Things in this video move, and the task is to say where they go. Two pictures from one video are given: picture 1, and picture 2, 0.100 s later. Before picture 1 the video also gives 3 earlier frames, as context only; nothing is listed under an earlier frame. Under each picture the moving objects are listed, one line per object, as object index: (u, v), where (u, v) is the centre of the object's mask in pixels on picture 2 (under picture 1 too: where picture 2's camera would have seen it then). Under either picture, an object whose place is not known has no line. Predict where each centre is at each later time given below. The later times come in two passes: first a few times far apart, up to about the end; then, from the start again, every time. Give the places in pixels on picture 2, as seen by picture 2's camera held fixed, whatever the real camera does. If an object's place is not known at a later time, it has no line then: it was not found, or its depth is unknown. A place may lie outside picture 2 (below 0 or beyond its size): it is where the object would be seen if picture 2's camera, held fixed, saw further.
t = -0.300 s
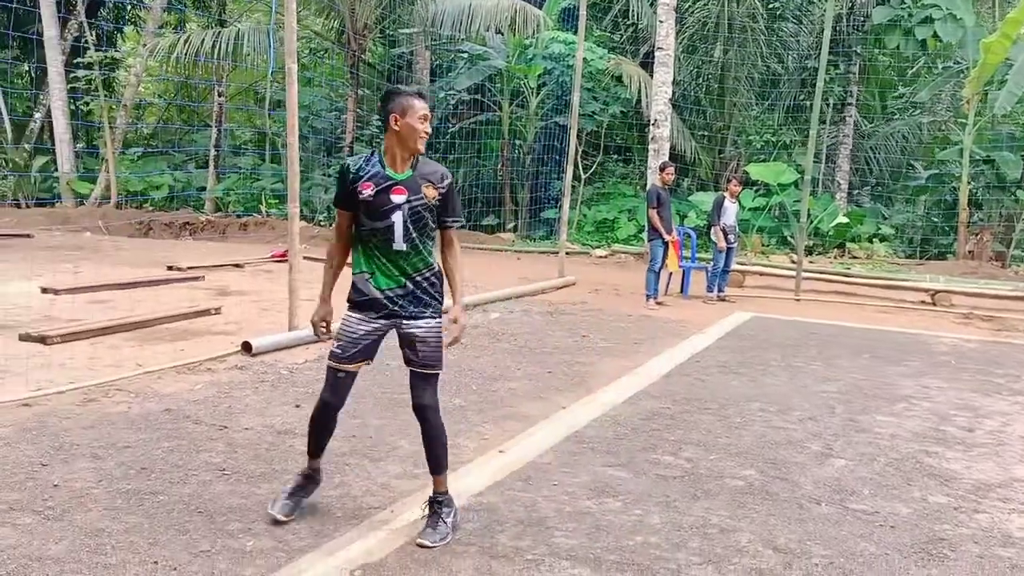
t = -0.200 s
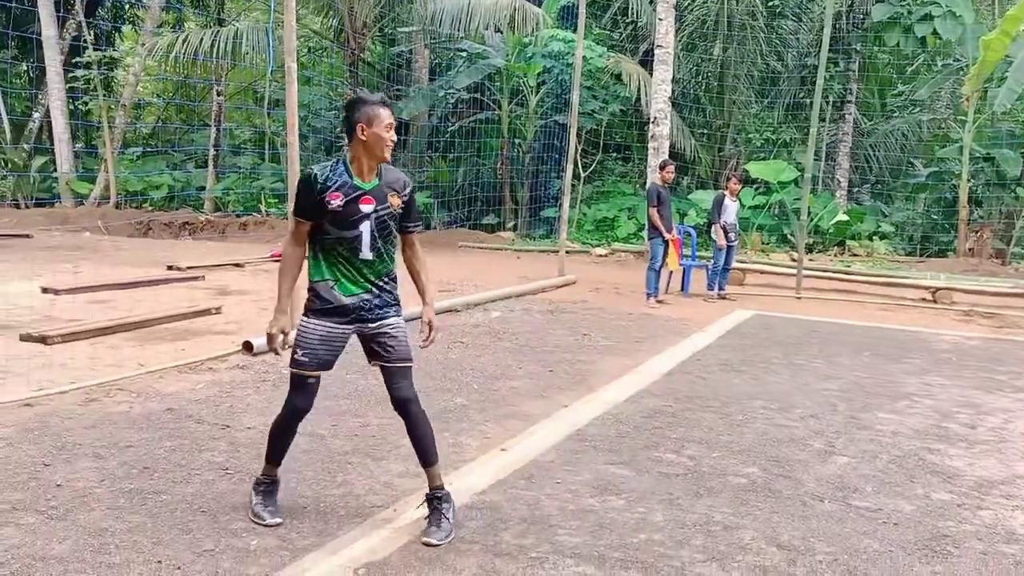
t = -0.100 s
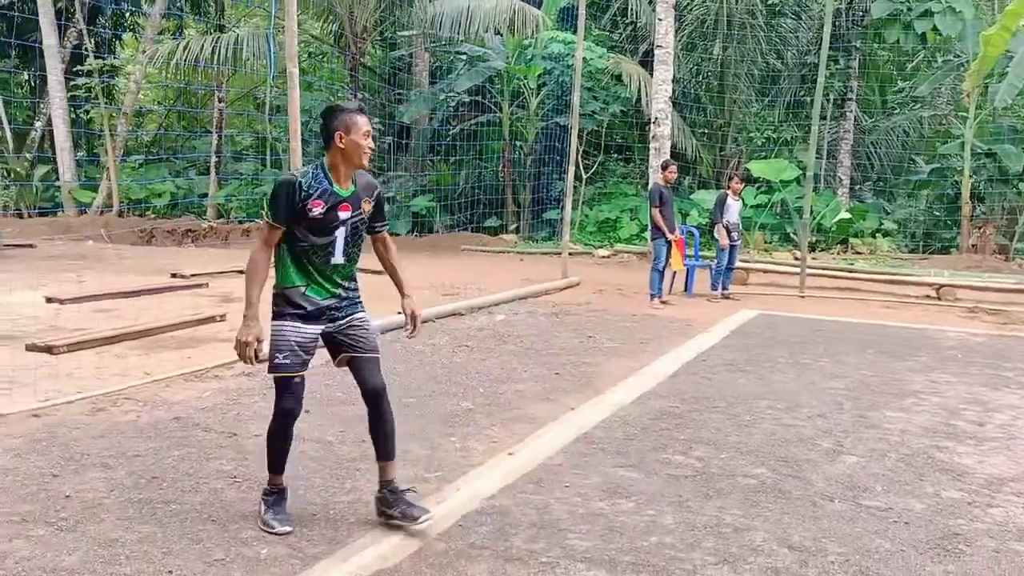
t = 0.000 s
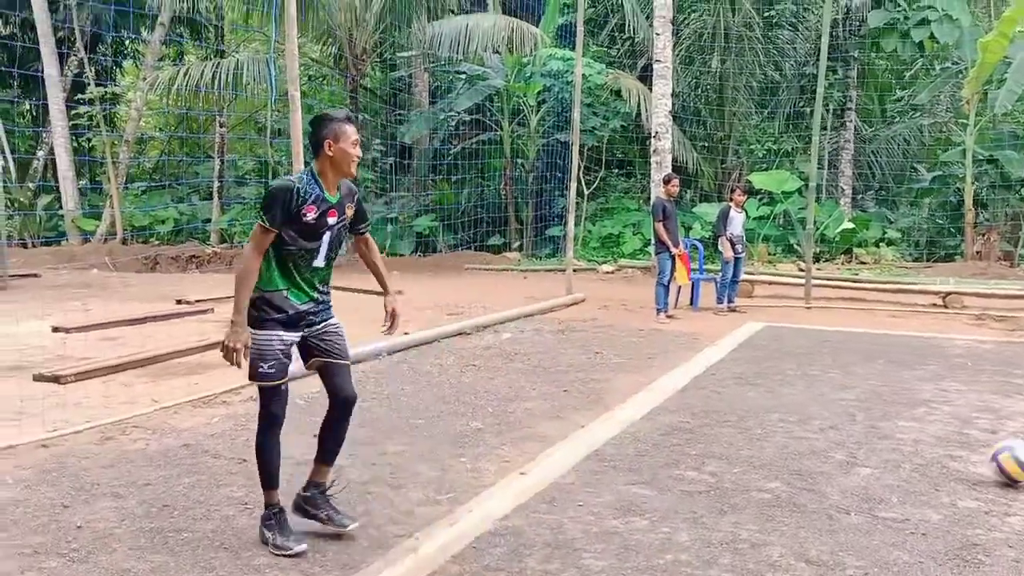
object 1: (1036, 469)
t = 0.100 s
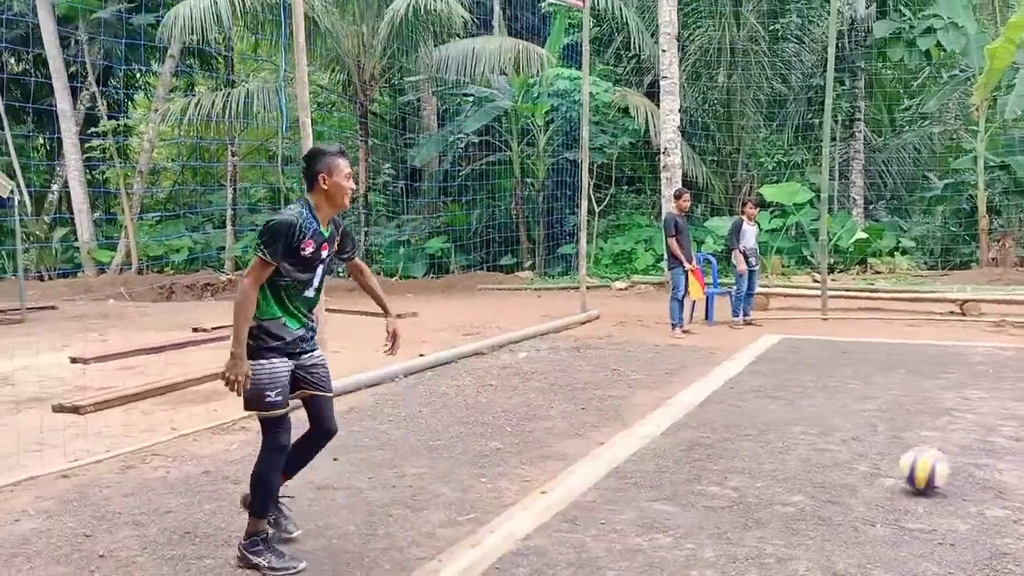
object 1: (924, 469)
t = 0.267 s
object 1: (739, 460)
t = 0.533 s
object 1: (470, 454)
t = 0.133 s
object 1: (886, 473)
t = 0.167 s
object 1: (848, 473)
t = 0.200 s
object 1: (813, 468)
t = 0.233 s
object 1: (776, 462)
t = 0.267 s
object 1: (739, 460)
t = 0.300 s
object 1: (704, 460)
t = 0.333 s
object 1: (669, 463)
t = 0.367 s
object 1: (635, 469)
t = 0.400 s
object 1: (599, 473)
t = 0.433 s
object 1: (568, 462)
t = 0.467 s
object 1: (536, 458)
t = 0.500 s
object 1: (504, 455)
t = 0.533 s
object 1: (470, 454)
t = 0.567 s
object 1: (440, 456)
